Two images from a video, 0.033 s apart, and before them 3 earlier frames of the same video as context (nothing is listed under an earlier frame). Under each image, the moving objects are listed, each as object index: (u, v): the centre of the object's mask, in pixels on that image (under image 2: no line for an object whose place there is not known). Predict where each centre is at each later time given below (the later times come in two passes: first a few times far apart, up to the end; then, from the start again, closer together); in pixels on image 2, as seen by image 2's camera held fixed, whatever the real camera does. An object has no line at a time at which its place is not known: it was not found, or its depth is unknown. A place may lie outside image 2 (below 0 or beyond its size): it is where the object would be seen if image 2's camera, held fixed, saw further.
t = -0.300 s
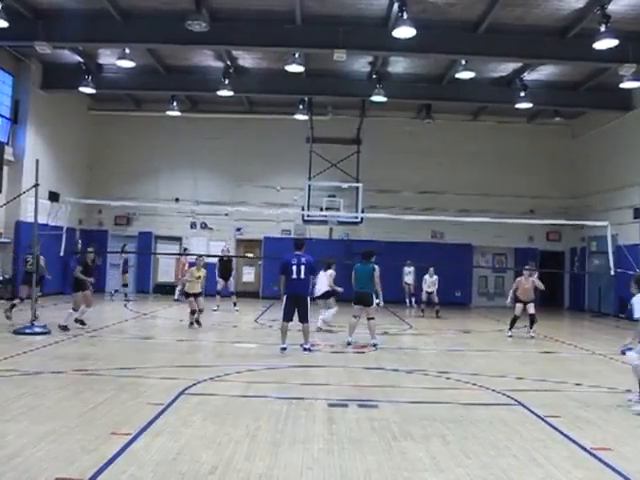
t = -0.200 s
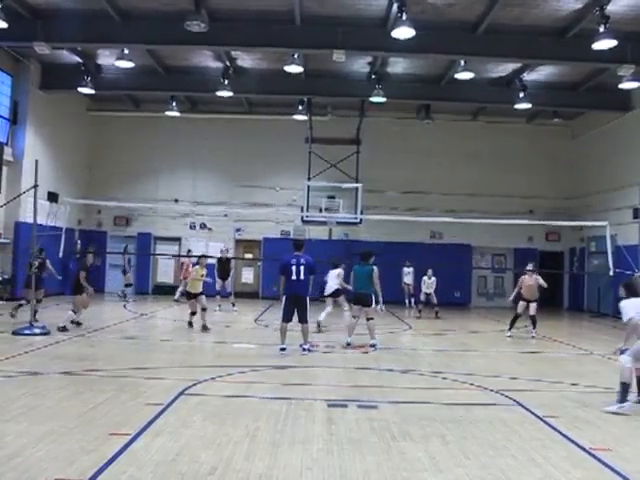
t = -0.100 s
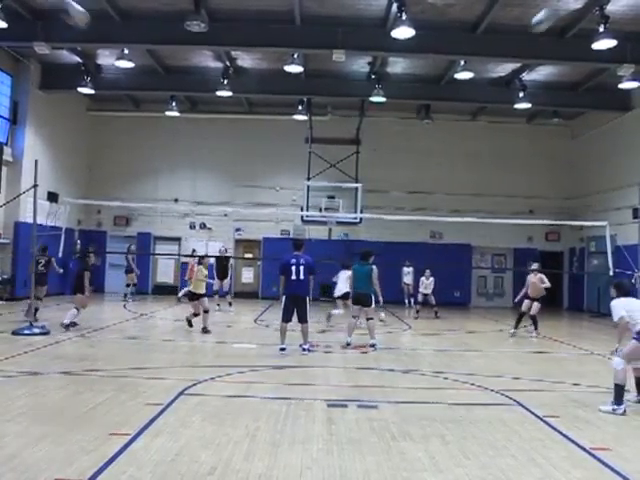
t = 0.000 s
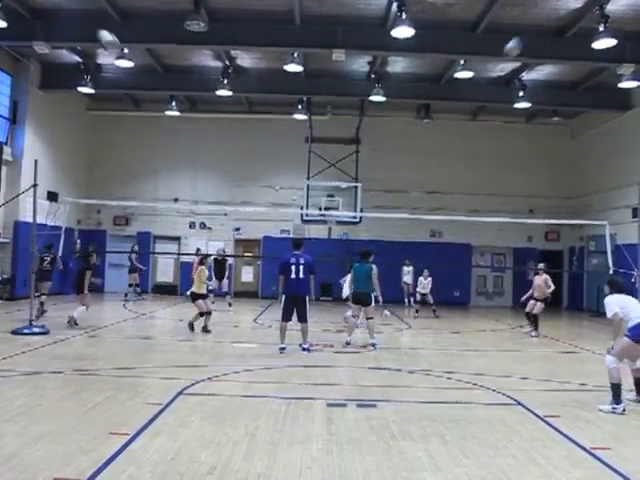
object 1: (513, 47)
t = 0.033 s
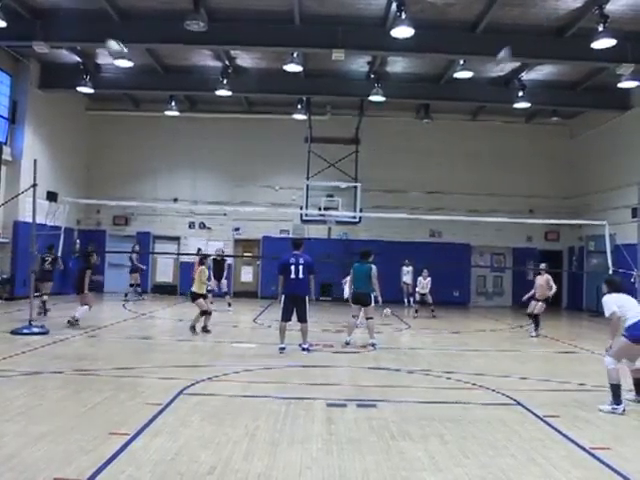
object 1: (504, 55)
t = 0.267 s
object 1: (460, 120)
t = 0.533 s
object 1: (432, 192)
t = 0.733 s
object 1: (414, 251)
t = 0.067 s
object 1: (497, 67)
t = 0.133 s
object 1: (482, 86)
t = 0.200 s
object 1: (470, 103)
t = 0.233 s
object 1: (465, 112)
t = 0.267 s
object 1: (460, 120)
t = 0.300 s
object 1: (456, 128)
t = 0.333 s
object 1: (453, 137)
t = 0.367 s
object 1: (449, 146)
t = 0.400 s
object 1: (445, 155)
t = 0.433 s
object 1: (442, 164)
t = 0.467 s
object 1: (438, 174)
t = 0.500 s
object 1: (435, 183)
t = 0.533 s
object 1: (432, 192)
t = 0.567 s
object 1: (429, 201)
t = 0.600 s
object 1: (426, 210)
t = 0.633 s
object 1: (422, 222)
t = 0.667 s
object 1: (420, 230)
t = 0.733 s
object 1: (414, 251)
